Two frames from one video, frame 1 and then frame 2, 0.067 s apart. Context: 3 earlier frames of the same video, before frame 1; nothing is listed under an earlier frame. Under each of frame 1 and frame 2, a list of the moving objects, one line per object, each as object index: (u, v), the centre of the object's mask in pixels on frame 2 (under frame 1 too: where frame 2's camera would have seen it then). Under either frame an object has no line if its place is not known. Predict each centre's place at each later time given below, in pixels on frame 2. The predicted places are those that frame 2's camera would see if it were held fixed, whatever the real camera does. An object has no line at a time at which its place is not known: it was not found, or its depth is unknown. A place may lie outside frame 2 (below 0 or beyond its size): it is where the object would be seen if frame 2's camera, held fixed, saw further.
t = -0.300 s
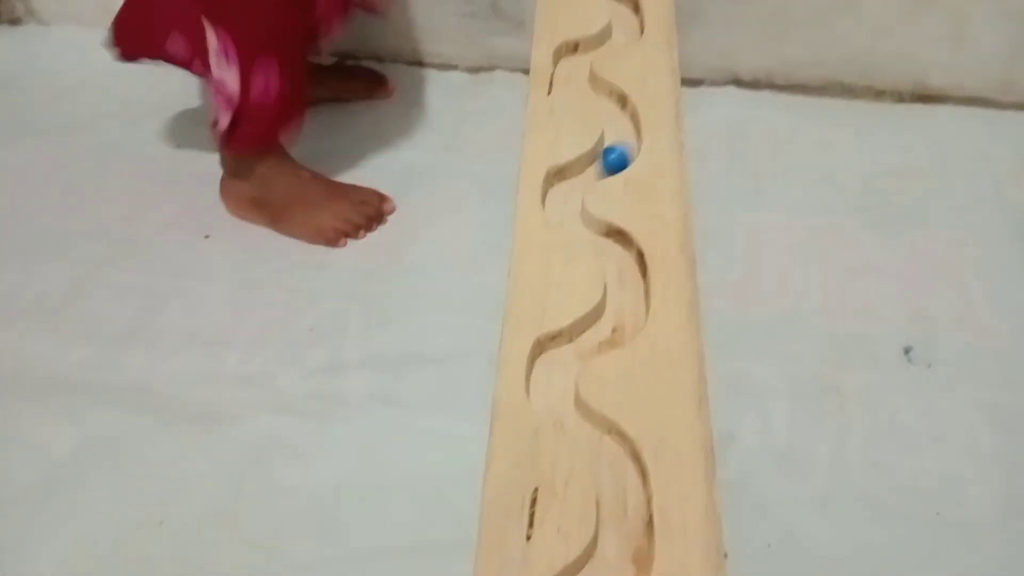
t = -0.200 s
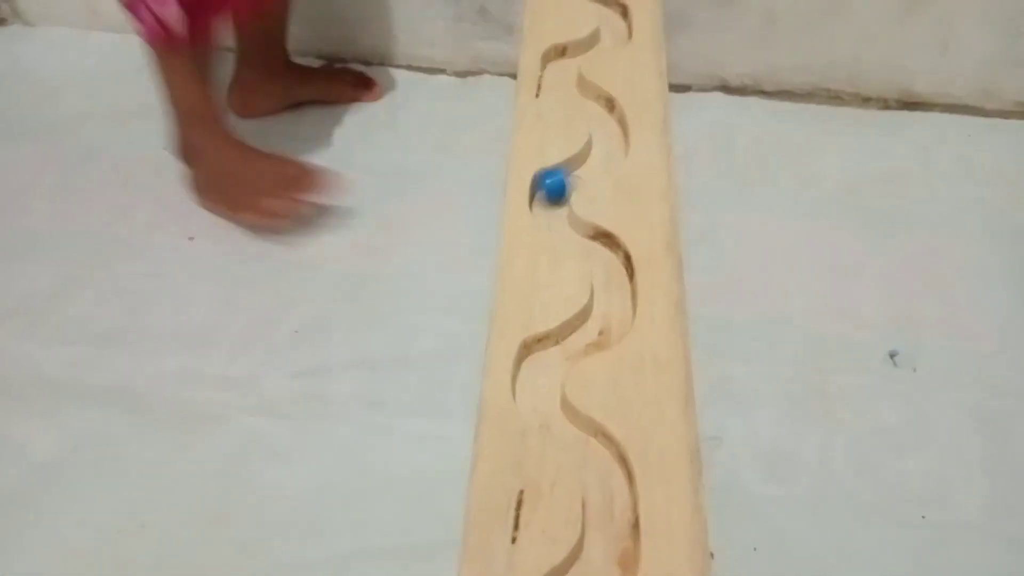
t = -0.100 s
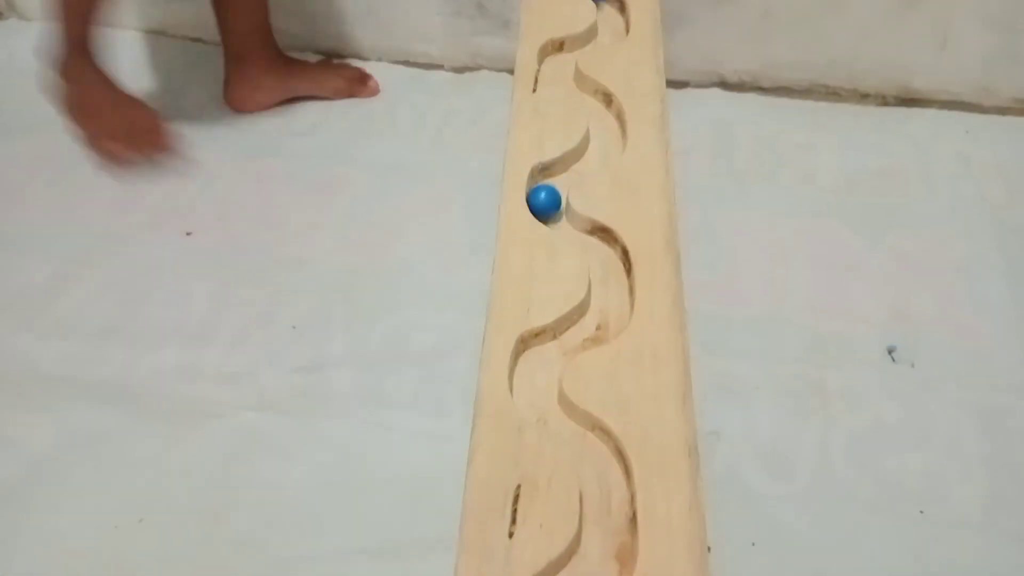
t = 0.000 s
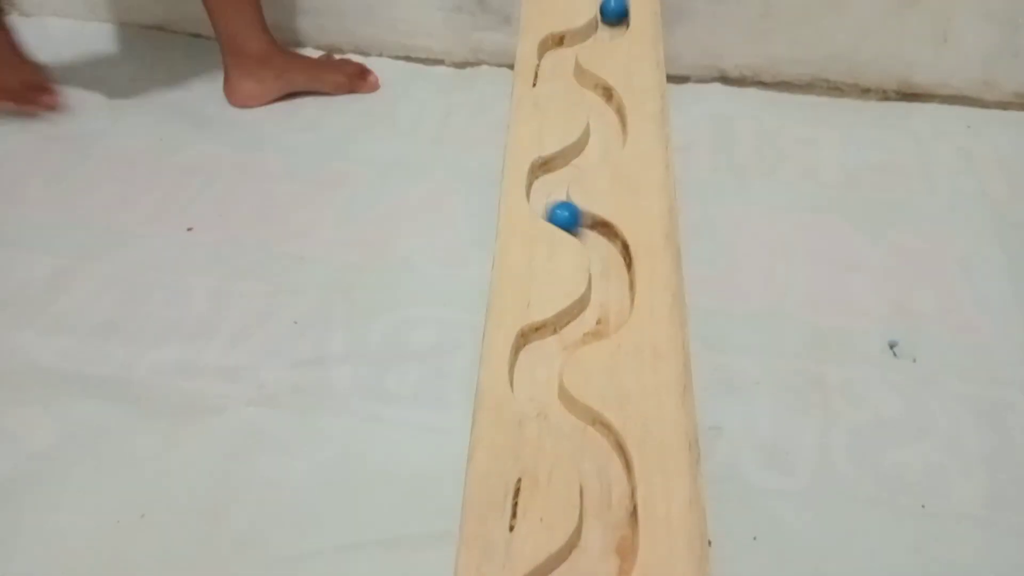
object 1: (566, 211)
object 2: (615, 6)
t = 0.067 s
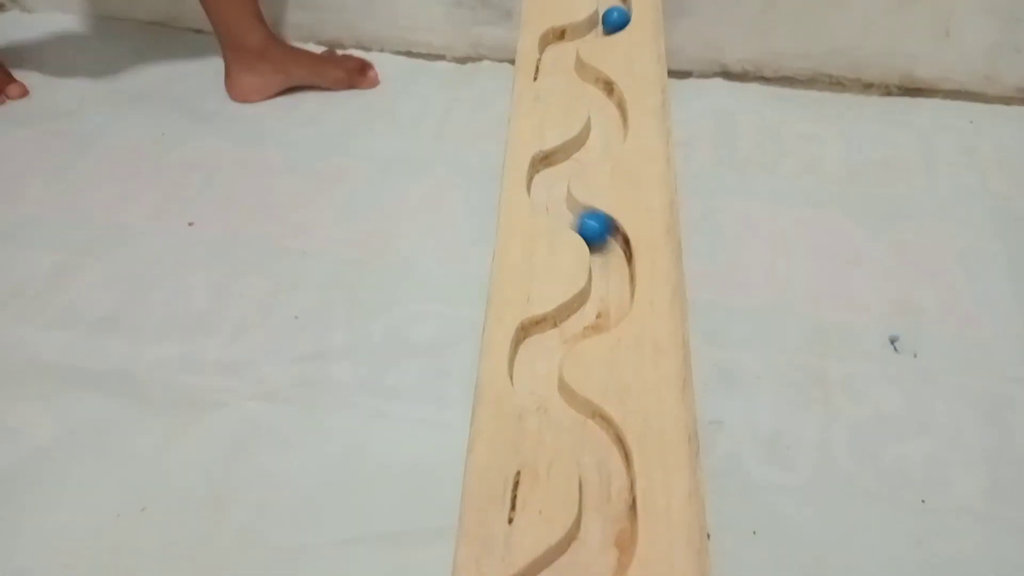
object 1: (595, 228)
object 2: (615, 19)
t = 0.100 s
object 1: (608, 242)
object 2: (609, 24)
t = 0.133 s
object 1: (613, 258)
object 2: (597, 28)
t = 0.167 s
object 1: (613, 273)
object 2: (582, 31)
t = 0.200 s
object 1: (613, 290)
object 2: (571, 35)
